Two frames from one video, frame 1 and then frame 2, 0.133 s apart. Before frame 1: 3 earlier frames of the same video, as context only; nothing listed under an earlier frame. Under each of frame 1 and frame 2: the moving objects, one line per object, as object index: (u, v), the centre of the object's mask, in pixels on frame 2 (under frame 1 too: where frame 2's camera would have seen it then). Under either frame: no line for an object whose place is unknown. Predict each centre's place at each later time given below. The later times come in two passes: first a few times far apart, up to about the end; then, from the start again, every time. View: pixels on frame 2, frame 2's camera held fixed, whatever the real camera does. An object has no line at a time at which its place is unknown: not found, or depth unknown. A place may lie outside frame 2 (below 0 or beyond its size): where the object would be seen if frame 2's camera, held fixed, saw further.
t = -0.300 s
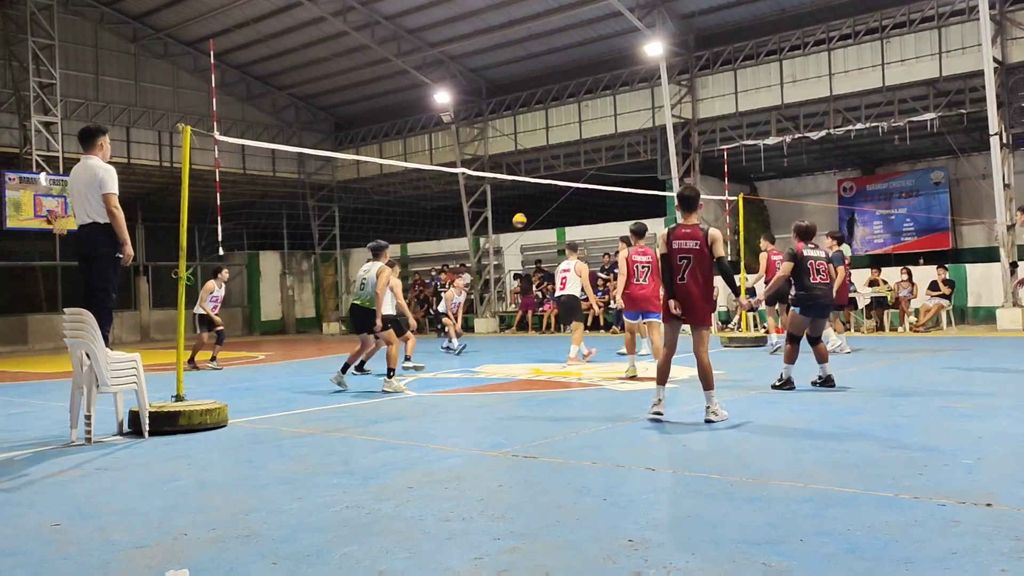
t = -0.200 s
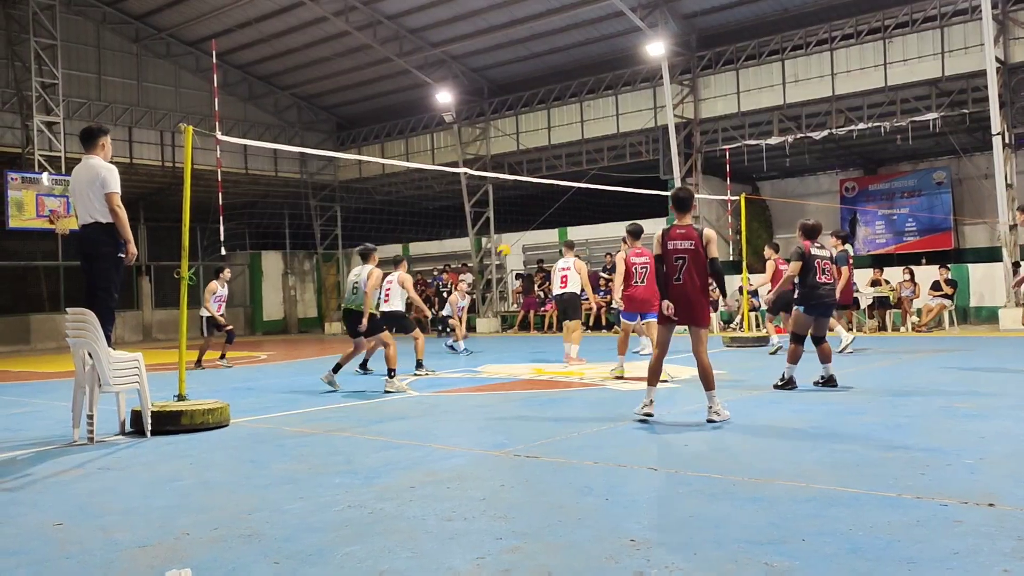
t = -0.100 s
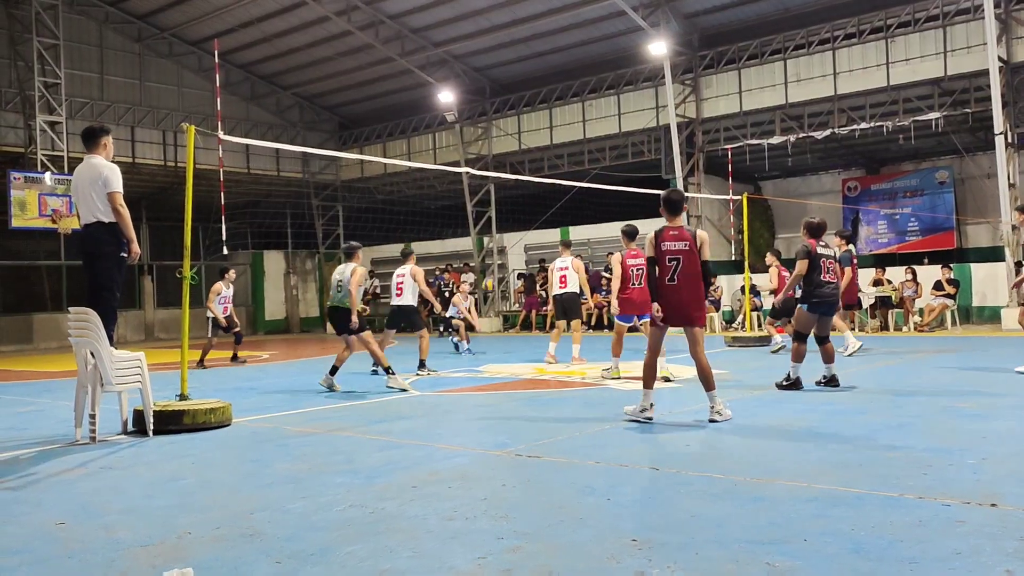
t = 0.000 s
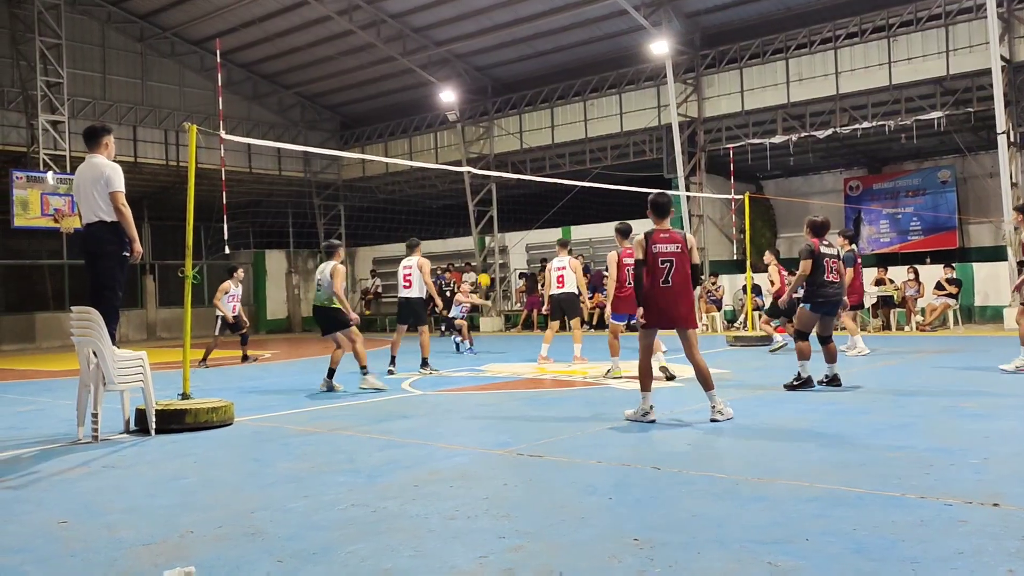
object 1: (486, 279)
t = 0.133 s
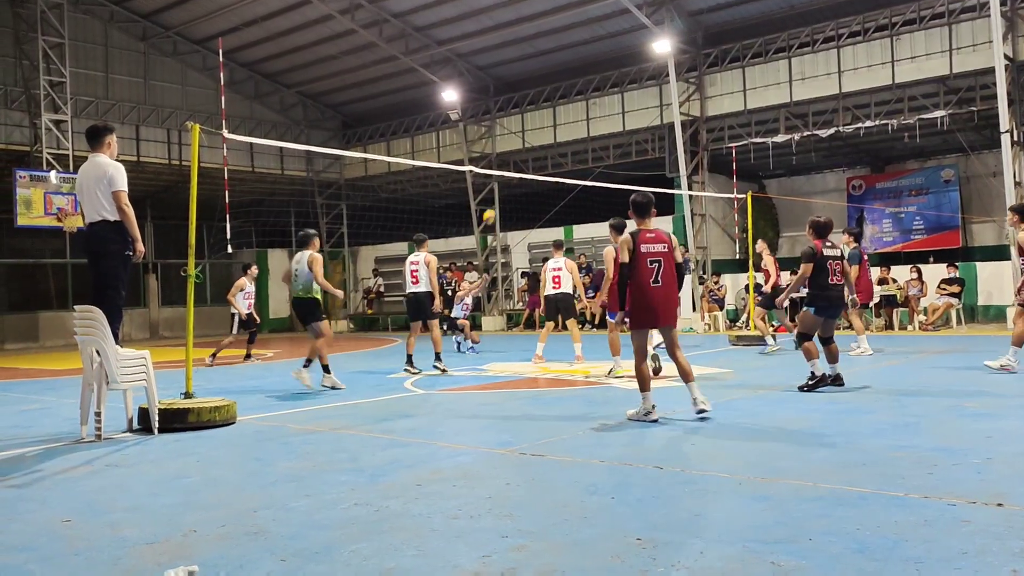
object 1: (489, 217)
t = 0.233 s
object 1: (492, 179)
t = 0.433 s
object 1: (498, 111)
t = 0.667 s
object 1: (505, 67)
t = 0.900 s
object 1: (514, 54)
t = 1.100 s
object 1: (522, 72)
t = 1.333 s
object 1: (533, 126)
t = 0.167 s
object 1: (489, 203)
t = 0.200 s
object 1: (491, 189)
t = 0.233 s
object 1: (492, 179)
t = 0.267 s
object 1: (494, 163)
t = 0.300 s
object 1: (494, 152)
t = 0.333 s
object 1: (495, 140)
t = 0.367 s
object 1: (497, 130)
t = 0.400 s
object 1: (498, 120)
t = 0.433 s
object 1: (498, 111)
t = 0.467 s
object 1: (499, 103)
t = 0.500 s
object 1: (500, 96)
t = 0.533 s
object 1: (501, 88)
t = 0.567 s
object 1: (502, 82)
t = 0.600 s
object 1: (503, 76)
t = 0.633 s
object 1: (504, 71)
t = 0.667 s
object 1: (505, 67)
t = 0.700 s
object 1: (507, 63)
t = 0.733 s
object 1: (508, 59)
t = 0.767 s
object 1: (509, 57)
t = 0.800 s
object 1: (510, 55)
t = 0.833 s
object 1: (511, 55)
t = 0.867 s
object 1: (512, 54)
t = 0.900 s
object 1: (514, 54)
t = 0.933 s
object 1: (515, 56)
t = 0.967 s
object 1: (516, 58)
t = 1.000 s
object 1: (518, 60)
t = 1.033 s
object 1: (519, 64)
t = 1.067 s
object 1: (521, 67)
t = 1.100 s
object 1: (522, 72)
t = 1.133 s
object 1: (524, 77)
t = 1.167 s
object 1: (525, 83)
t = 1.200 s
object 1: (526, 90)
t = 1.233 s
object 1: (528, 98)
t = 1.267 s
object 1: (529, 106)
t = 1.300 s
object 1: (531, 115)
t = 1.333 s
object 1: (533, 126)
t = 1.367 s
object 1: (535, 136)
